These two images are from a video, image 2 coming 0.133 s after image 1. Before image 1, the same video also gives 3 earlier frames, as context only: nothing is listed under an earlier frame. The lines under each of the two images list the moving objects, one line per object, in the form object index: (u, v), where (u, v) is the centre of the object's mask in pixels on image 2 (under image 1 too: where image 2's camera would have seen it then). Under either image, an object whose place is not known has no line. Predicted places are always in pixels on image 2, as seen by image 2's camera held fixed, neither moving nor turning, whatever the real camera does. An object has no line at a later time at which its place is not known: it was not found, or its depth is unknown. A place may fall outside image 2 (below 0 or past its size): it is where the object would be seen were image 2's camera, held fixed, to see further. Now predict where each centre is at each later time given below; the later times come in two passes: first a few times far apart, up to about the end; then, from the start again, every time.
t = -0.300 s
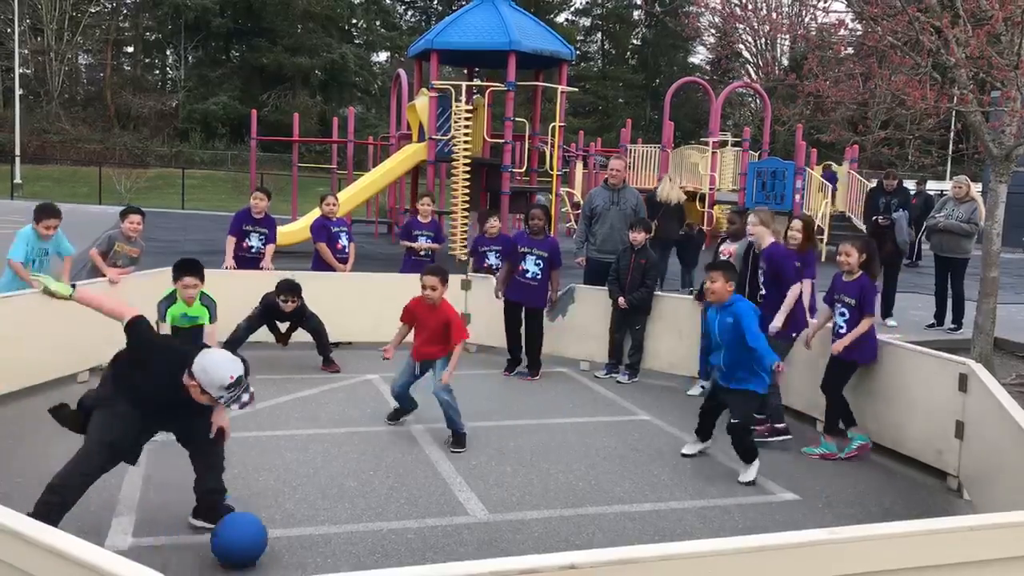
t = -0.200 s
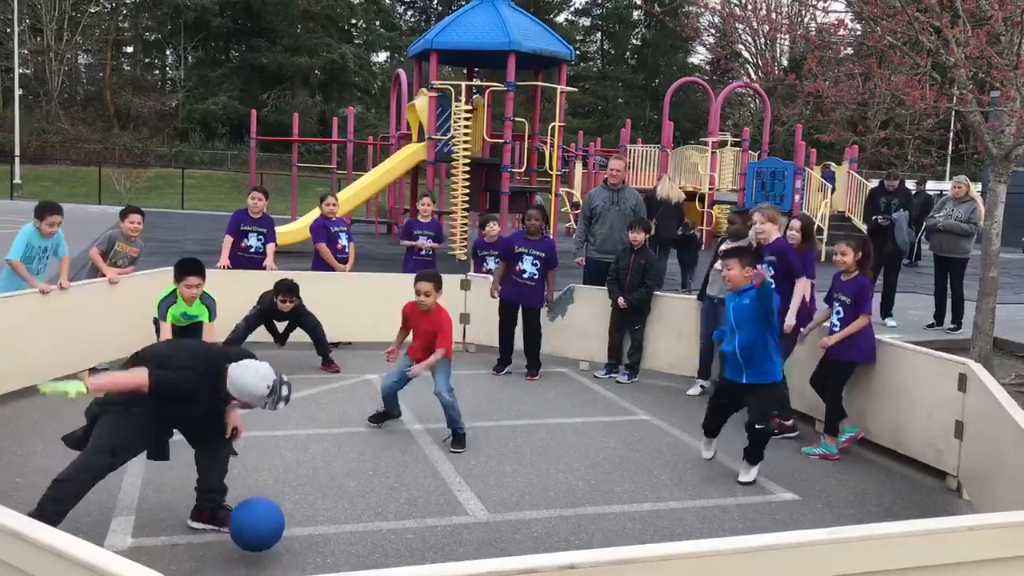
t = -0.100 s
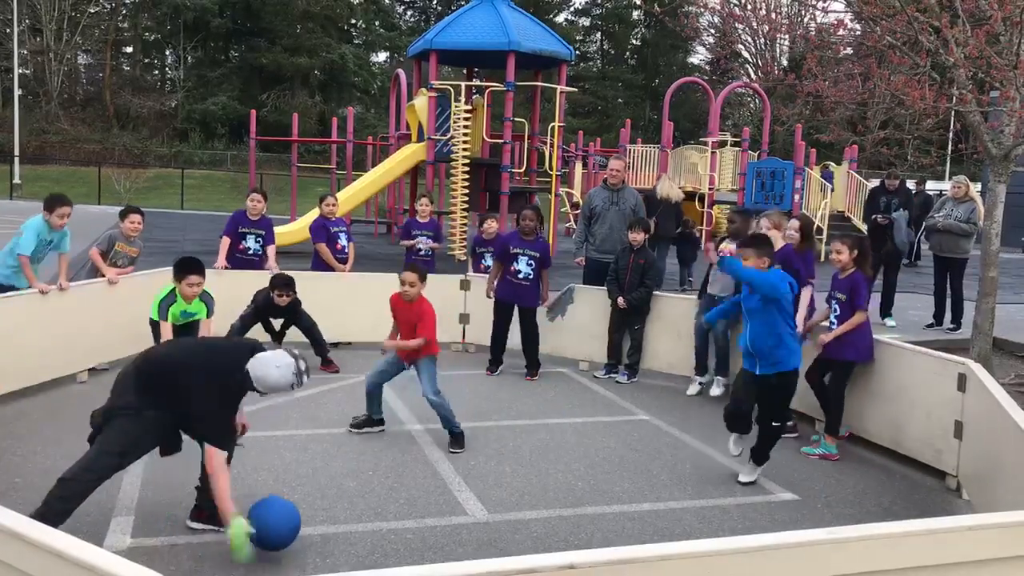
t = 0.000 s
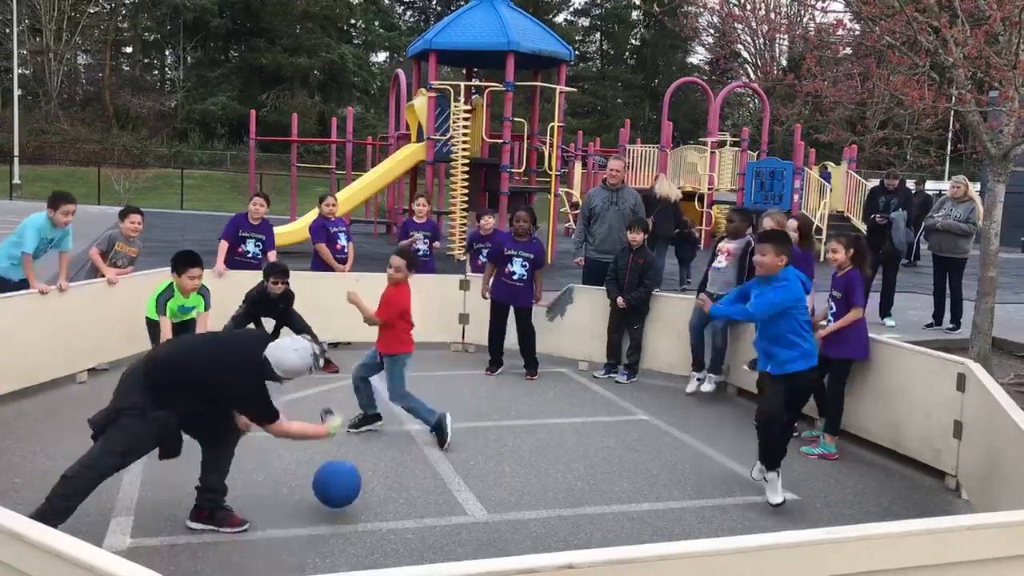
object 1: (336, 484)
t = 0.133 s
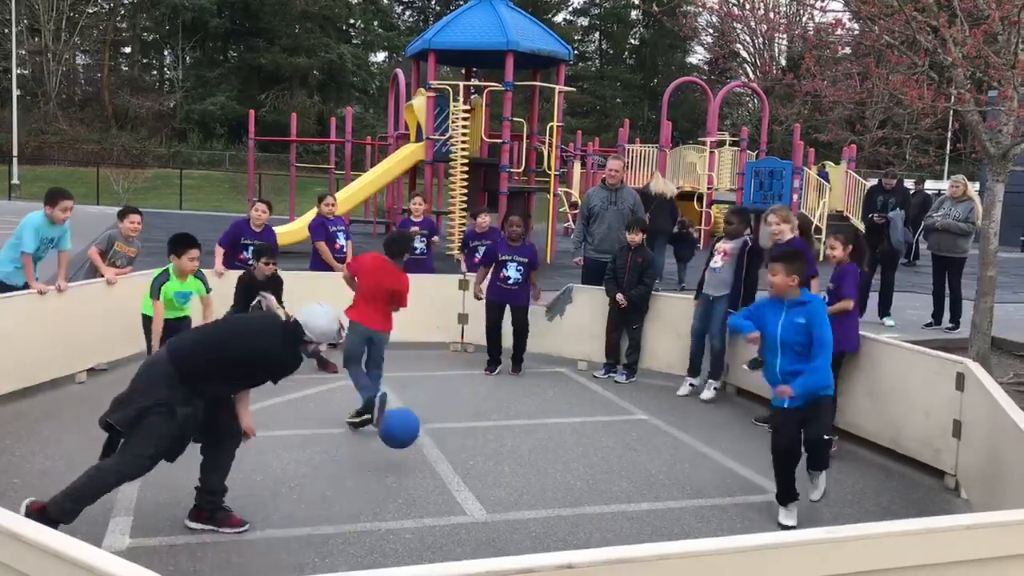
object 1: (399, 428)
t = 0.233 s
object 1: (434, 415)
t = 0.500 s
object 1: (502, 365)
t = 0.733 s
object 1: (542, 351)
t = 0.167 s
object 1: (411, 420)
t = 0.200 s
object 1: (423, 416)
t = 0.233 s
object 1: (434, 415)
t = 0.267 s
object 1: (444, 414)
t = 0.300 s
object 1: (453, 416)
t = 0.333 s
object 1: (462, 407)
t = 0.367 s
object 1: (471, 394)
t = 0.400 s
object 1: (480, 383)
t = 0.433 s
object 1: (488, 375)
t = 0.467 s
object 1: (496, 369)
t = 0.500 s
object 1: (502, 365)
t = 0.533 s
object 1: (509, 362)
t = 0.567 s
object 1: (514, 362)
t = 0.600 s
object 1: (521, 363)
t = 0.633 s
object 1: (526, 365)
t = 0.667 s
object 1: (531, 366)
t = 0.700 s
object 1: (537, 358)
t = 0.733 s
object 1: (542, 351)
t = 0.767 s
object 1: (547, 346)
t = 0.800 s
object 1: (540, 338)
